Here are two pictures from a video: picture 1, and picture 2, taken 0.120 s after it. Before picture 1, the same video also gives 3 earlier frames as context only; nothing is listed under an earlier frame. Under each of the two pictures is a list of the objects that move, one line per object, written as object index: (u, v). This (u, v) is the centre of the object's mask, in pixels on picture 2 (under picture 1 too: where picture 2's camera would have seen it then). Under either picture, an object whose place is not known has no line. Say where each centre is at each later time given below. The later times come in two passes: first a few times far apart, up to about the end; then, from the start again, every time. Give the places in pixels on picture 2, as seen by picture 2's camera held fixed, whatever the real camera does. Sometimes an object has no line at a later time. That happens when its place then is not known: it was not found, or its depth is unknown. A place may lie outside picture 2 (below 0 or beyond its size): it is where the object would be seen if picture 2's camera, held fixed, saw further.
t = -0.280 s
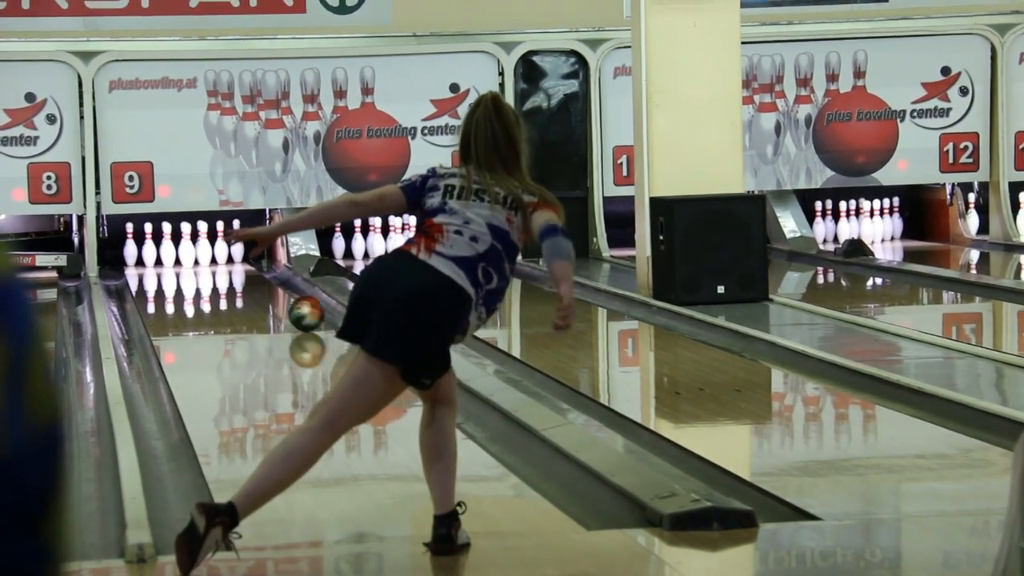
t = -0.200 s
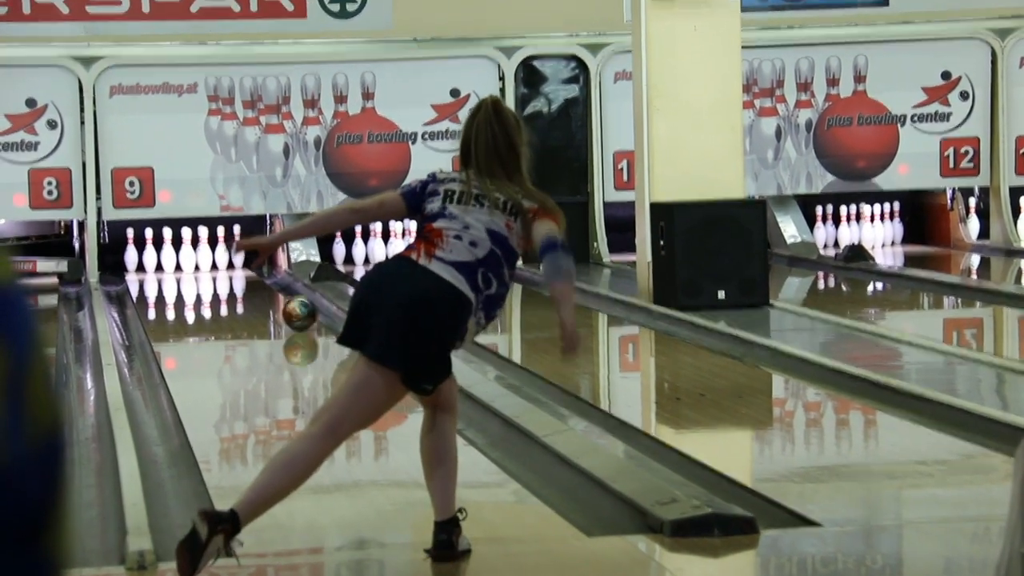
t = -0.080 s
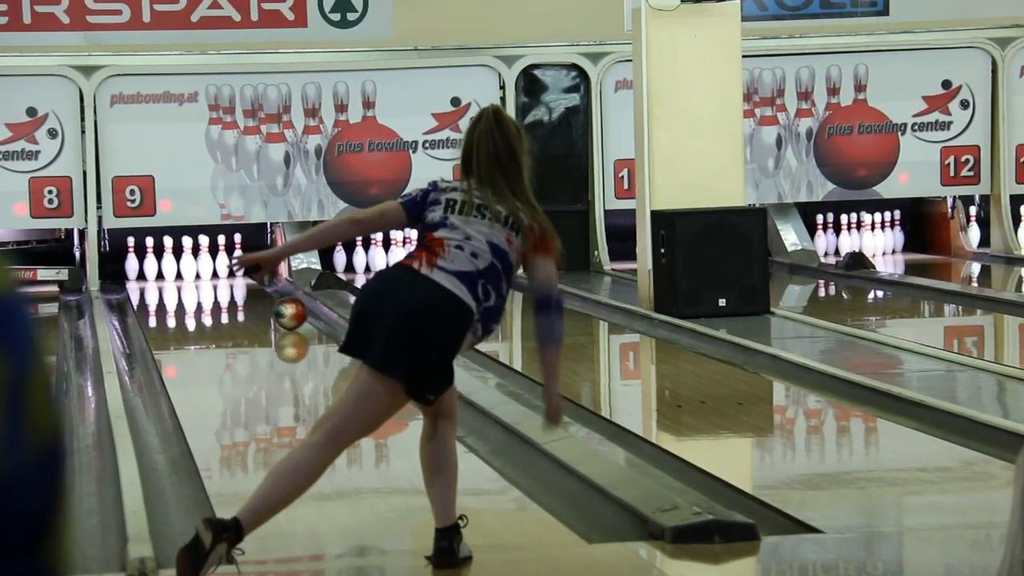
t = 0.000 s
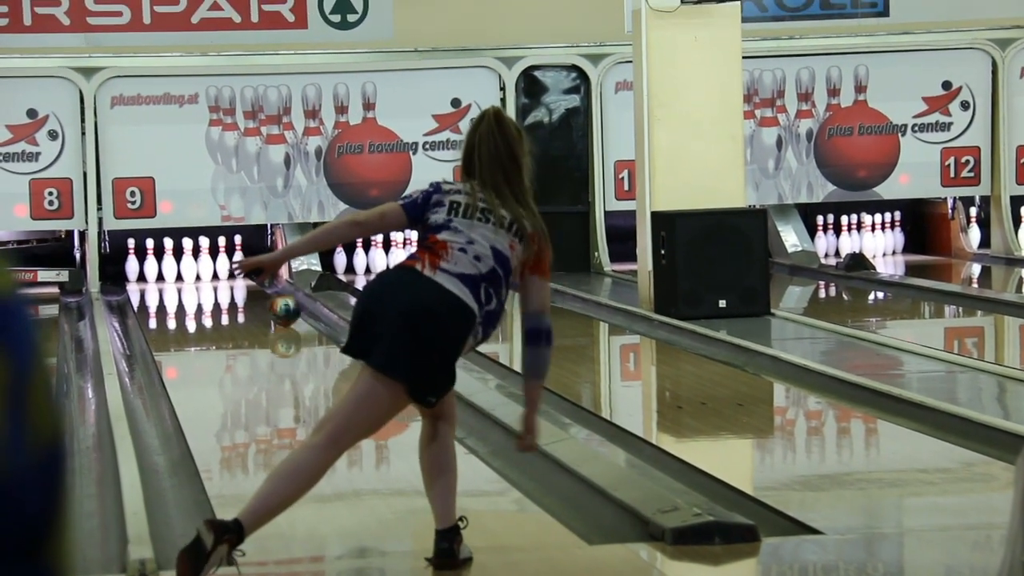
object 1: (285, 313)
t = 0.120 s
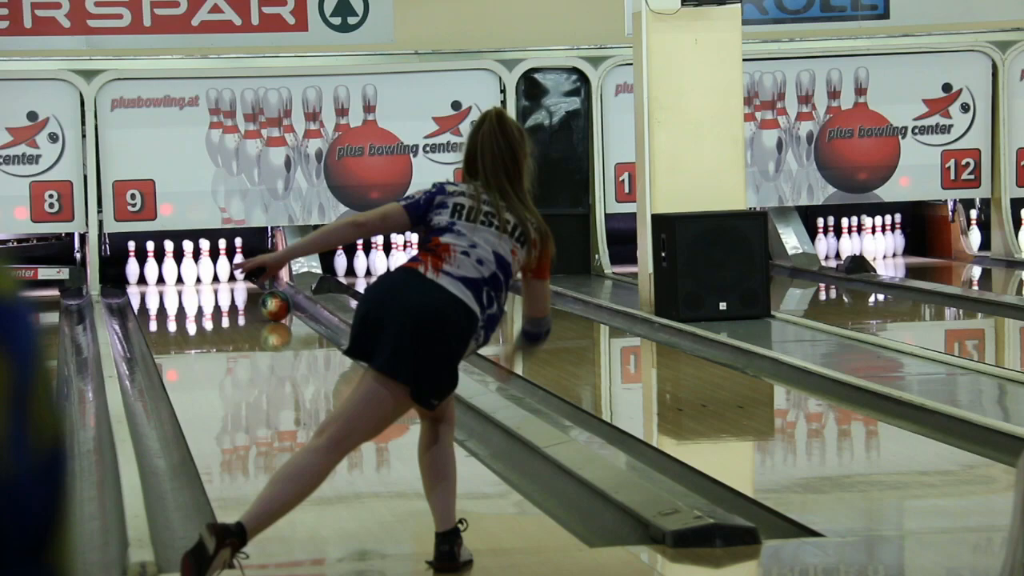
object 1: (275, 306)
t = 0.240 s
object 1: (267, 299)
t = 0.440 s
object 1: (251, 291)
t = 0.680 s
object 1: (230, 282)
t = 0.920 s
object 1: (207, 274)
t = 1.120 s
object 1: (208, 270)
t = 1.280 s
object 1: (210, 268)
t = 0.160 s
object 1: (273, 303)
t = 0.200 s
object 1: (269, 301)
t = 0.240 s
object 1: (267, 299)
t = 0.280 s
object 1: (263, 300)
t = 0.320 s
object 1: (259, 297)
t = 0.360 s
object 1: (257, 294)
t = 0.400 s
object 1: (254, 292)
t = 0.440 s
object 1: (251, 291)
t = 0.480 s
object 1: (250, 290)
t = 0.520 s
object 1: (245, 289)
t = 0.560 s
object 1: (241, 287)
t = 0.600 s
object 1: (237, 285)
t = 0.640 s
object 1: (234, 283)
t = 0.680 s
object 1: (230, 282)
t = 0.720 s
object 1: (226, 280)
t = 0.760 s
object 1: (223, 279)
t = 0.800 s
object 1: (219, 278)
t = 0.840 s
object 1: (215, 277)
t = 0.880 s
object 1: (211, 276)
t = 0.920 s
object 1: (207, 274)
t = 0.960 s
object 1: (206, 273)
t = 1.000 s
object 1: (206, 272)
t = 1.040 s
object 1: (207, 271)
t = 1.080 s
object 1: (208, 271)
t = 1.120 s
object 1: (208, 270)
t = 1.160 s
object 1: (208, 270)
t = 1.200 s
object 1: (210, 269)
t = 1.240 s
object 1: (209, 269)
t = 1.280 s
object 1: (210, 268)
